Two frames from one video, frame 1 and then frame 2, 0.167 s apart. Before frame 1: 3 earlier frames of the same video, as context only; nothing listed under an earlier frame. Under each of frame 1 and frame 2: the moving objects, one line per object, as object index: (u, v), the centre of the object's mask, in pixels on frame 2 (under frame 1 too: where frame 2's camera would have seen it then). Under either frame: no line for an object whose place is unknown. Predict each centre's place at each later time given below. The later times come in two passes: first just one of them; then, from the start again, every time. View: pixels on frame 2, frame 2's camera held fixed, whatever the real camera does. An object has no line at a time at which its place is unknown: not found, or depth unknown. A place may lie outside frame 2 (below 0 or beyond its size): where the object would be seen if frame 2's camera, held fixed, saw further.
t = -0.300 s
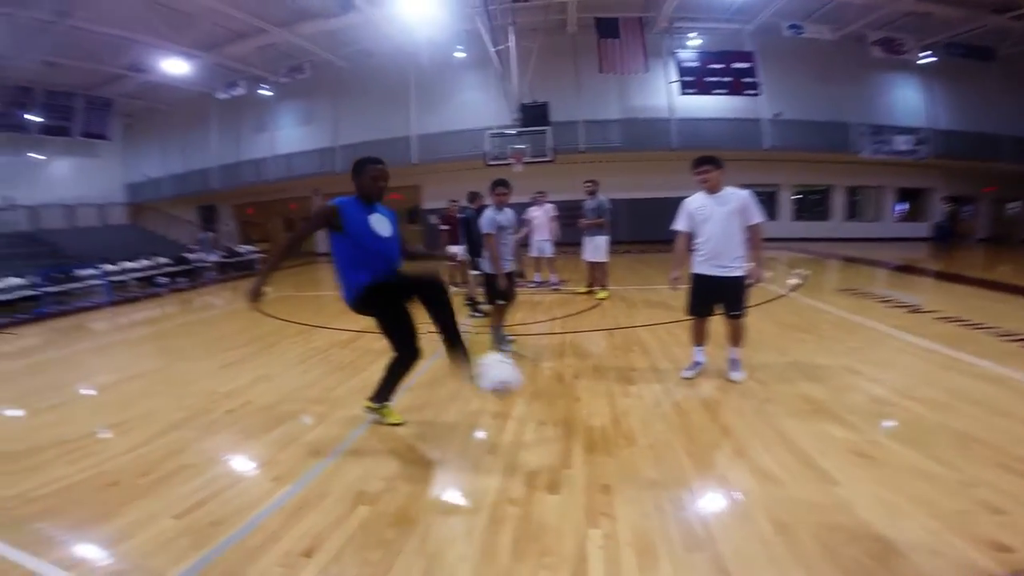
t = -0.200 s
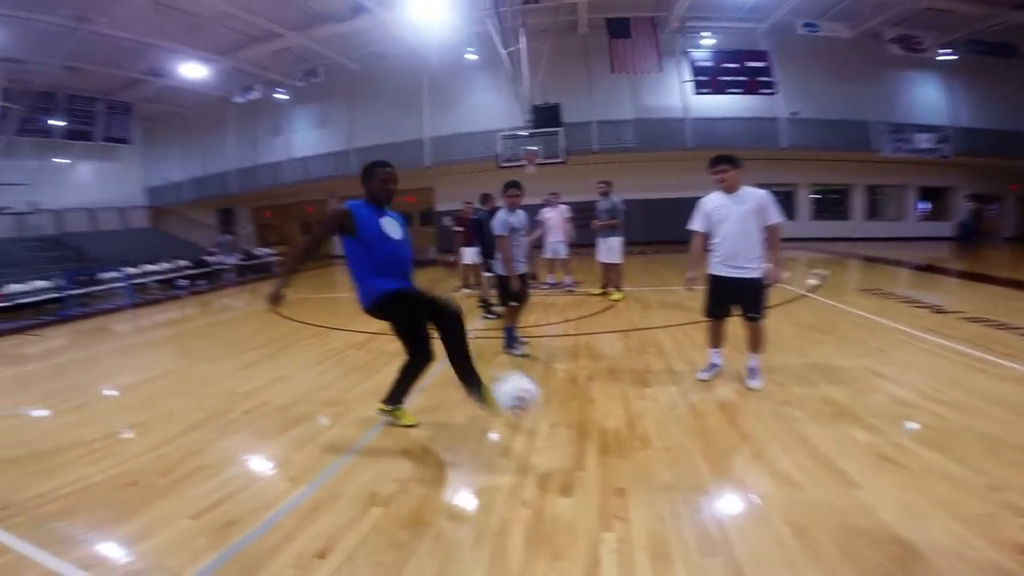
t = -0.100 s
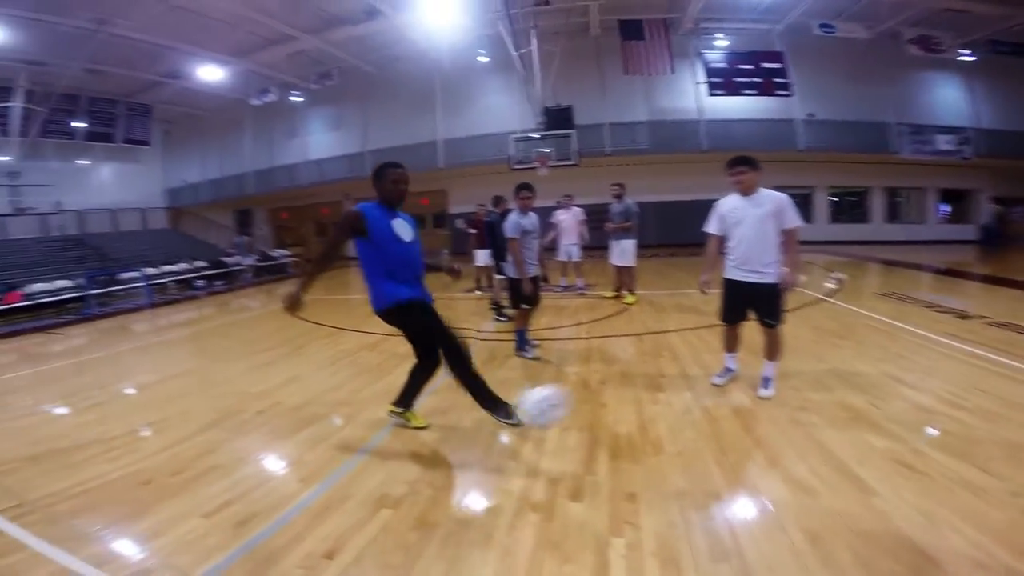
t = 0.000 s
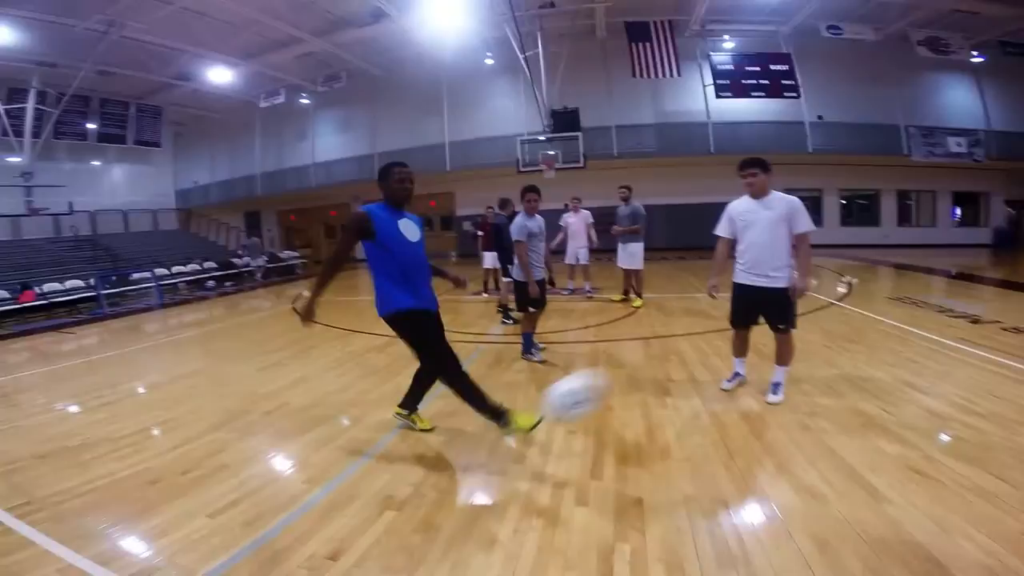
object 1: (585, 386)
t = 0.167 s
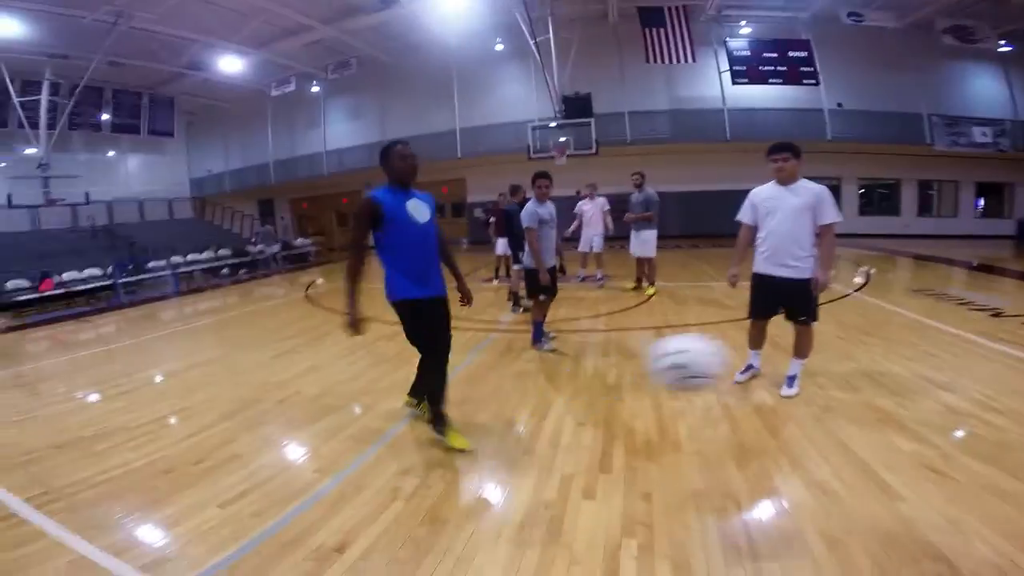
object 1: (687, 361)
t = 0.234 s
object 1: (744, 365)
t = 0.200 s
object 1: (715, 362)
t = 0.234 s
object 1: (744, 365)
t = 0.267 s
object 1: (773, 371)
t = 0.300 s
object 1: (804, 381)
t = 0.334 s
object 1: (835, 396)
